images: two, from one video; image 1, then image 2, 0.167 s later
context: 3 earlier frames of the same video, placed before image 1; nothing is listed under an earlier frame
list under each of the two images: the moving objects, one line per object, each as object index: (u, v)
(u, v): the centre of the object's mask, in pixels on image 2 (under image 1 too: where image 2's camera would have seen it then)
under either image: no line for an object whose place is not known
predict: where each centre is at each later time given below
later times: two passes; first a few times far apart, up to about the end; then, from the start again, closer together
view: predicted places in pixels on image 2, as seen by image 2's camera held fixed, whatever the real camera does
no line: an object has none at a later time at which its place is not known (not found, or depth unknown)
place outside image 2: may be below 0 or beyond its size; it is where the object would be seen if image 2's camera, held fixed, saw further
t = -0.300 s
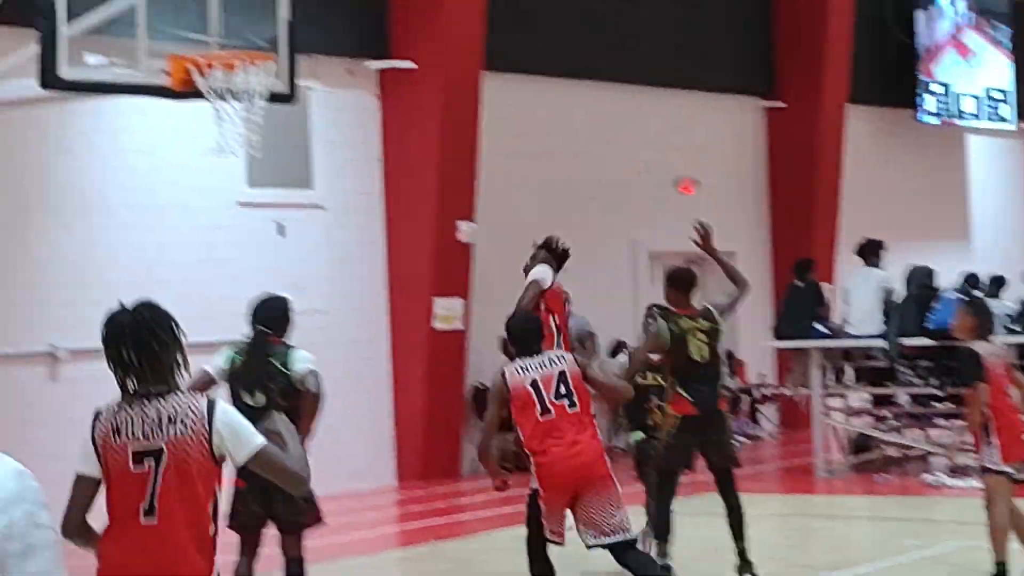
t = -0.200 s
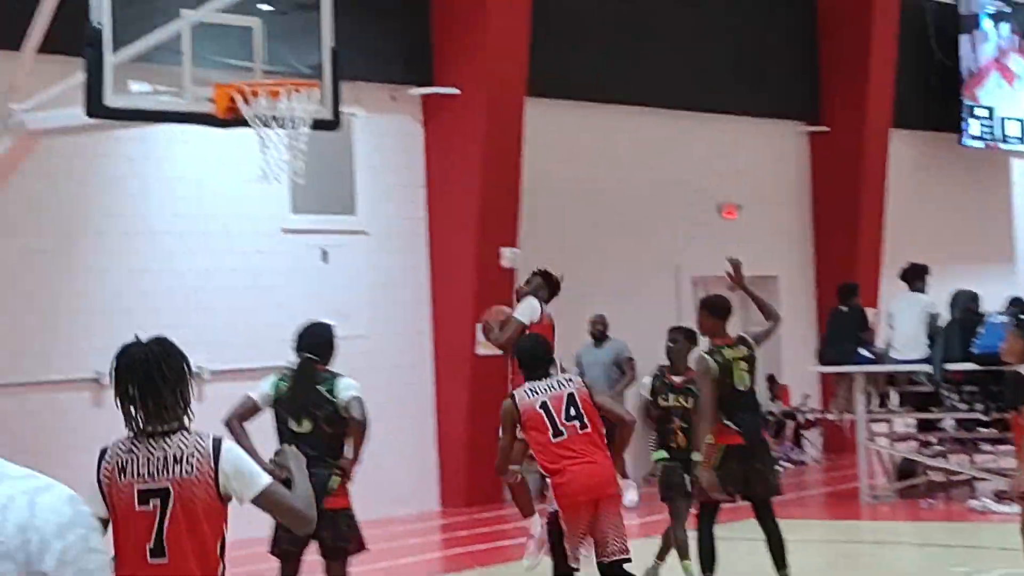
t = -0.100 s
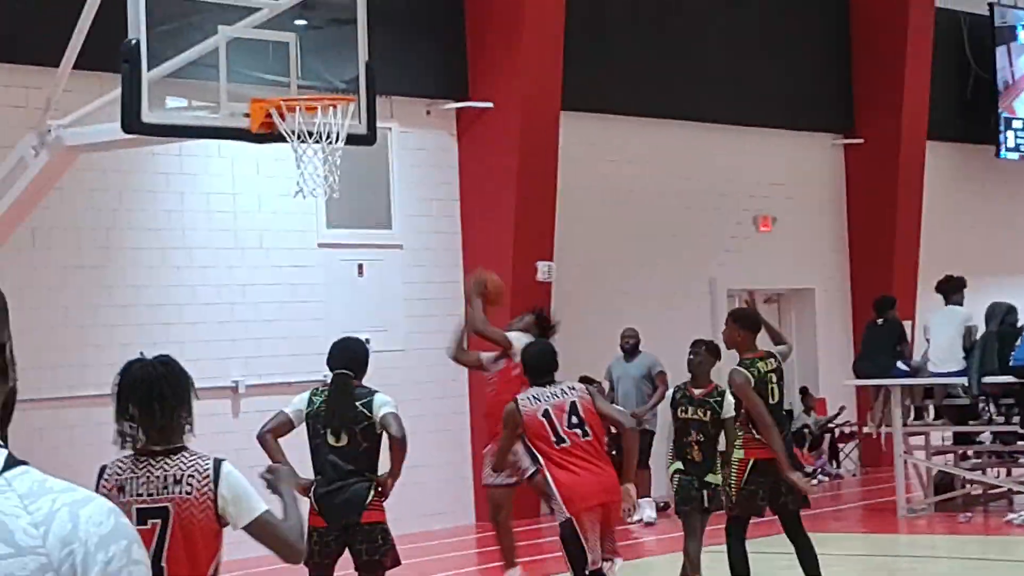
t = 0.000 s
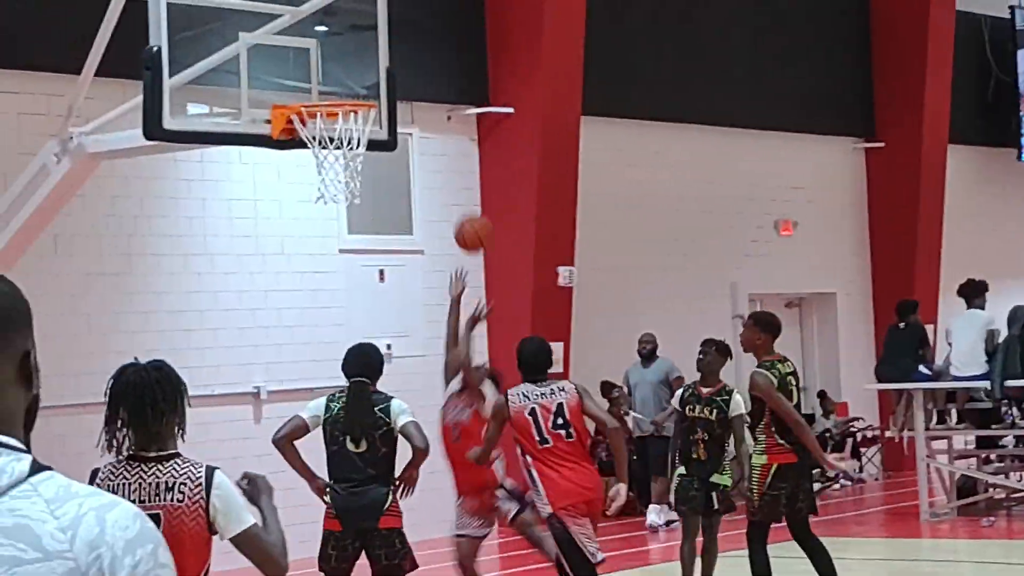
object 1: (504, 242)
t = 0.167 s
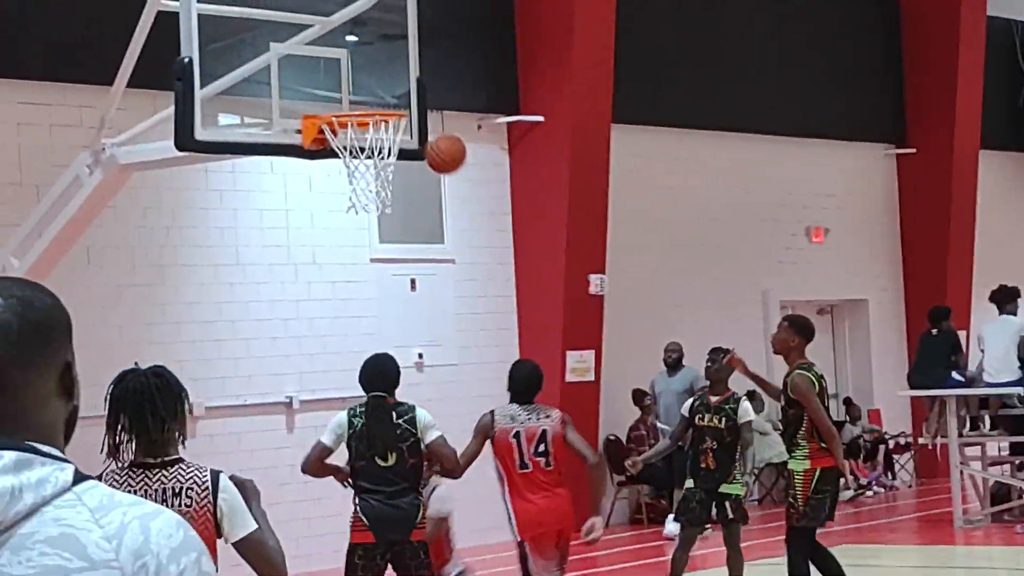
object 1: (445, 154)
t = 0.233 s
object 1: (424, 131)
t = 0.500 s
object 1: (352, 93)
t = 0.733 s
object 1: (368, 98)
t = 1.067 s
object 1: (388, 233)
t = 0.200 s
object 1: (434, 141)
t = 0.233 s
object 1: (424, 131)
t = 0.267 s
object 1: (415, 120)
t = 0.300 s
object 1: (402, 108)
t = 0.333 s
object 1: (387, 101)
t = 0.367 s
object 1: (375, 99)
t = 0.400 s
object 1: (365, 98)
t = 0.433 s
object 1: (360, 95)
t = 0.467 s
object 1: (355, 93)
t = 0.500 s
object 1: (352, 93)
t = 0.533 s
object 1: (356, 93)
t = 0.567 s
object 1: (360, 95)
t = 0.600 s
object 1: (363, 97)
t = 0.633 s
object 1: (364, 96)
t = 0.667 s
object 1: (365, 96)
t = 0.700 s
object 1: (367, 96)
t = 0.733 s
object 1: (368, 98)
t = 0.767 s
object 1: (369, 100)
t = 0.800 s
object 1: (371, 103)
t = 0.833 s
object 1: (374, 106)
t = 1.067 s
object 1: (388, 233)
